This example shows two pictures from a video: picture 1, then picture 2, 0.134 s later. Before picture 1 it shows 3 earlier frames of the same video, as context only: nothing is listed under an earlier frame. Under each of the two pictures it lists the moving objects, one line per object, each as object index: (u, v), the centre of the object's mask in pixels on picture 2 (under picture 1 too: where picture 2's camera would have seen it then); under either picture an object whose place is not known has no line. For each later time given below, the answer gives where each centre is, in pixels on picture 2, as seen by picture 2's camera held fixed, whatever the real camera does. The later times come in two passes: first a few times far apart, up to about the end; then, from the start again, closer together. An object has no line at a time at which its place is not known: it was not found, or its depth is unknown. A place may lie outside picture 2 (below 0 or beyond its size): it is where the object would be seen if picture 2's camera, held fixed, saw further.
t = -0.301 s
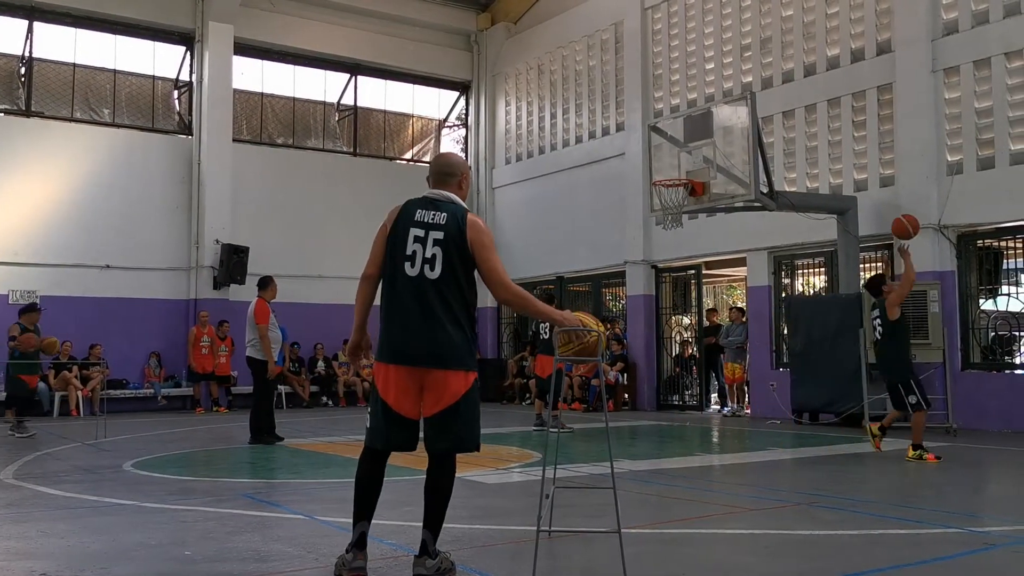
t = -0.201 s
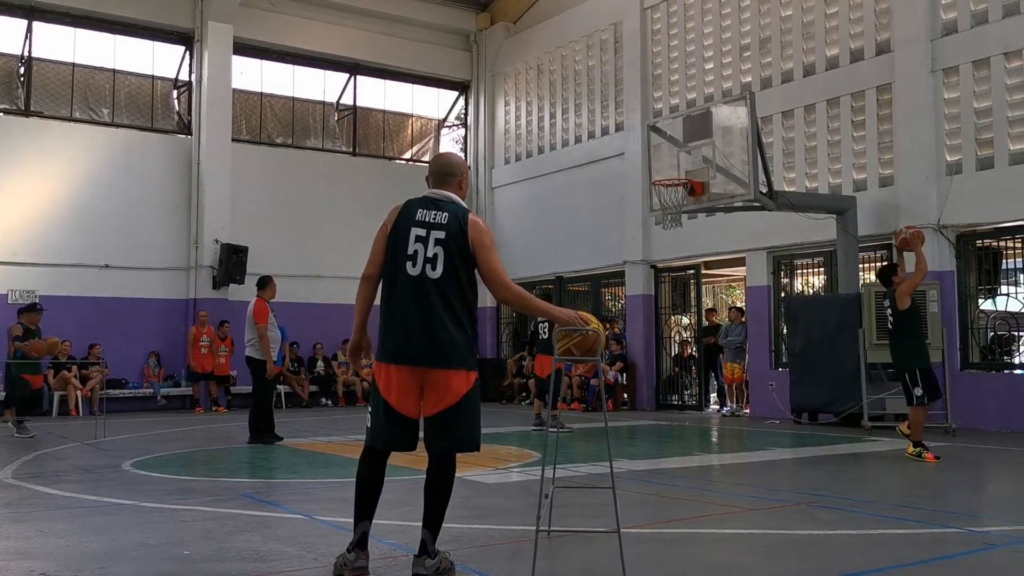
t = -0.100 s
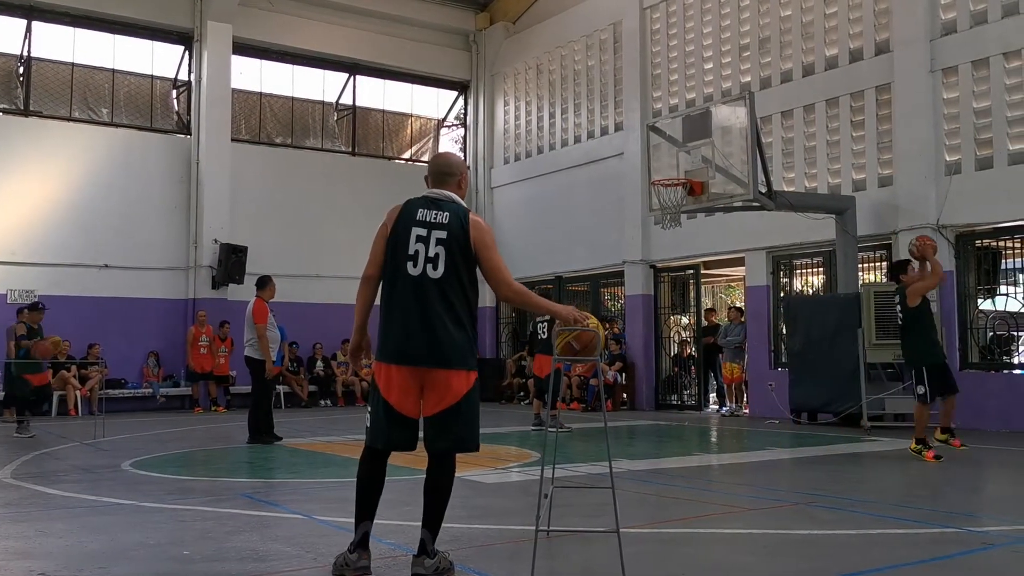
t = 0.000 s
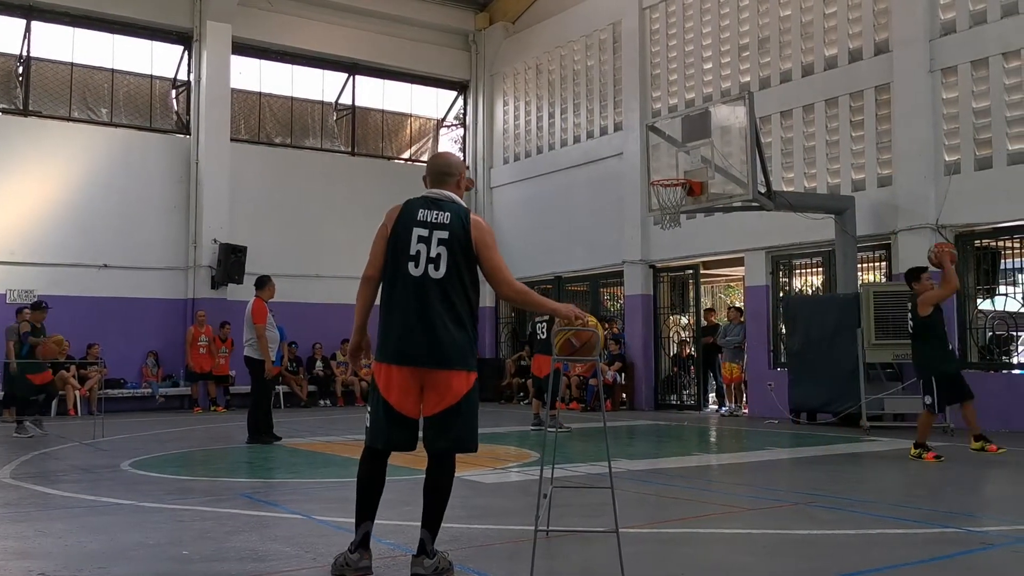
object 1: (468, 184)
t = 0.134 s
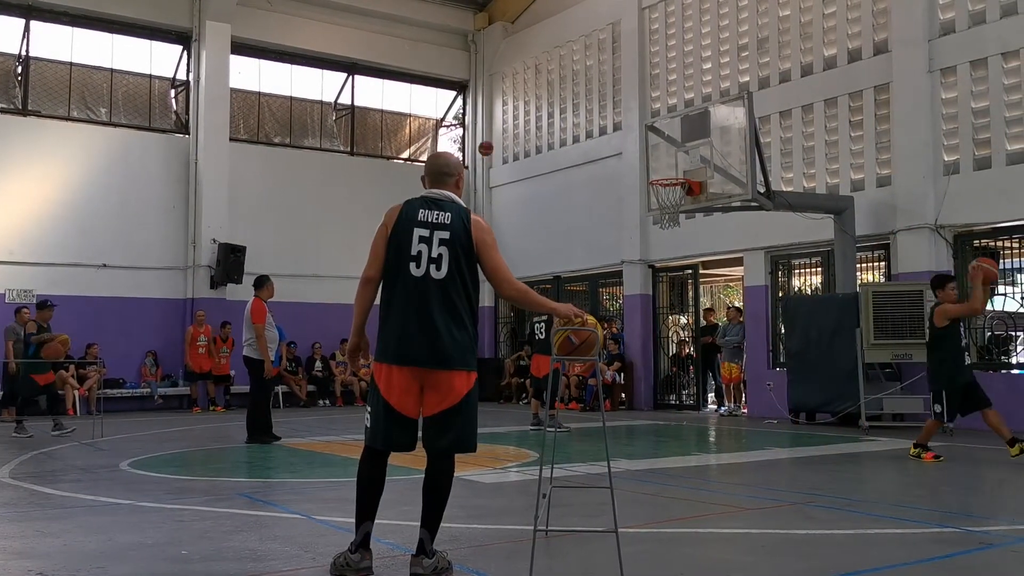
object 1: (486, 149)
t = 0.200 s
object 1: (496, 134)
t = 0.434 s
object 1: (534, 102)
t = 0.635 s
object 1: (572, 103)
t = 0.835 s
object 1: (614, 133)
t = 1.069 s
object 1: (636, 158)
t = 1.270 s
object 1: (611, 143)
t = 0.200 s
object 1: (496, 134)
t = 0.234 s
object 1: (501, 127)
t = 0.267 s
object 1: (506, 122)
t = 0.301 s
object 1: (512, 116)
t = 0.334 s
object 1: (518, 112)
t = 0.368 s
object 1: (523, 108)
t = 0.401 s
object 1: (529, 105)
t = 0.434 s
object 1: (534, 102)
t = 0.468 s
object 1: (541, 101)
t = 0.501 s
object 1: (547, 99)
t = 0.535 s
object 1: (553, 99)
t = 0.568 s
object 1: (559, 100)
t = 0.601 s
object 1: (566, 101)
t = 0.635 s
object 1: (572, 103)
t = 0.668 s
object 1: (579, 105)
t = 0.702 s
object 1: (586, 109)
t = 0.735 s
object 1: (593, 114)
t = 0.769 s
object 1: (600, 119)
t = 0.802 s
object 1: (607, 125)
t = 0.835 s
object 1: (614, 133)
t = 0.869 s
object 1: (622, 141)
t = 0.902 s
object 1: (629, 151)
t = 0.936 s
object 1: (637, 161)
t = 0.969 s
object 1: (646, 173)
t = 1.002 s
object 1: (644, 171)
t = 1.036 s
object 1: (640, 164)
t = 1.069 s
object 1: (636, 158)
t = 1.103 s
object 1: (632, 154)
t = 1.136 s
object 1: (628, 150)
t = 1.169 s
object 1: (624, 147)
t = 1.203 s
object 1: (619, 144)
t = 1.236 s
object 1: (616, 143)
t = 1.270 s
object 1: (611, 143)
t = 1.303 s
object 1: (607, 143)
